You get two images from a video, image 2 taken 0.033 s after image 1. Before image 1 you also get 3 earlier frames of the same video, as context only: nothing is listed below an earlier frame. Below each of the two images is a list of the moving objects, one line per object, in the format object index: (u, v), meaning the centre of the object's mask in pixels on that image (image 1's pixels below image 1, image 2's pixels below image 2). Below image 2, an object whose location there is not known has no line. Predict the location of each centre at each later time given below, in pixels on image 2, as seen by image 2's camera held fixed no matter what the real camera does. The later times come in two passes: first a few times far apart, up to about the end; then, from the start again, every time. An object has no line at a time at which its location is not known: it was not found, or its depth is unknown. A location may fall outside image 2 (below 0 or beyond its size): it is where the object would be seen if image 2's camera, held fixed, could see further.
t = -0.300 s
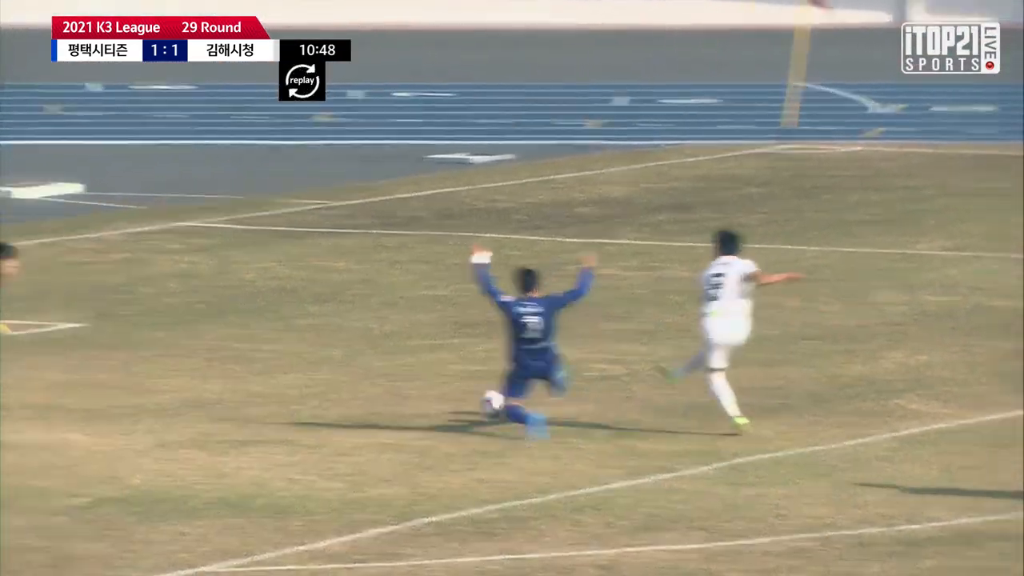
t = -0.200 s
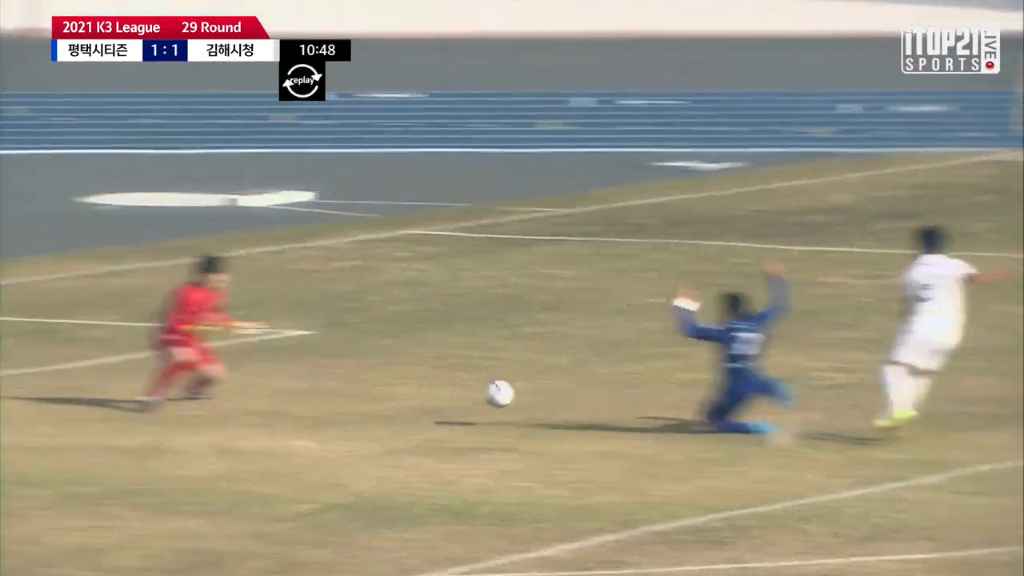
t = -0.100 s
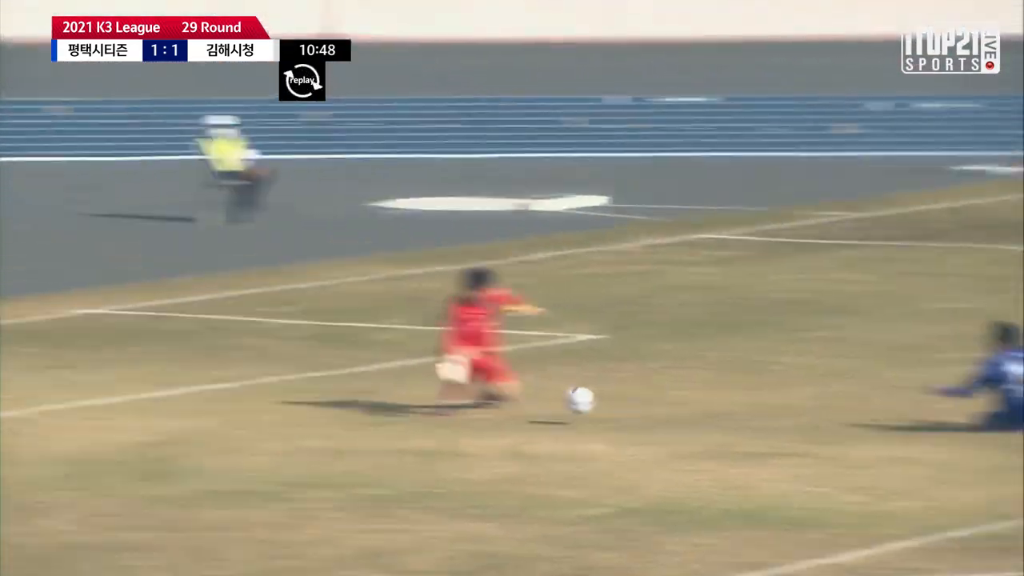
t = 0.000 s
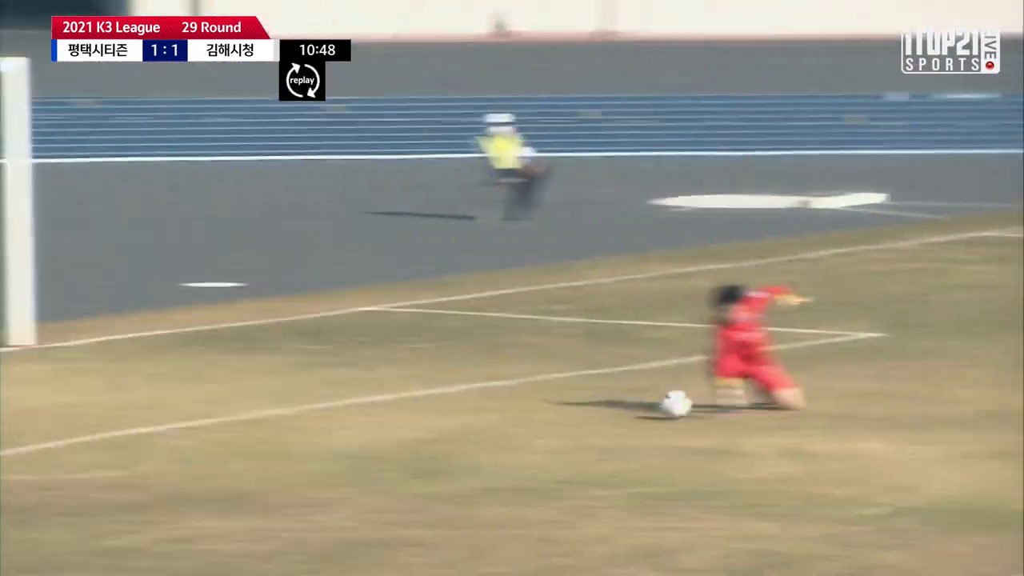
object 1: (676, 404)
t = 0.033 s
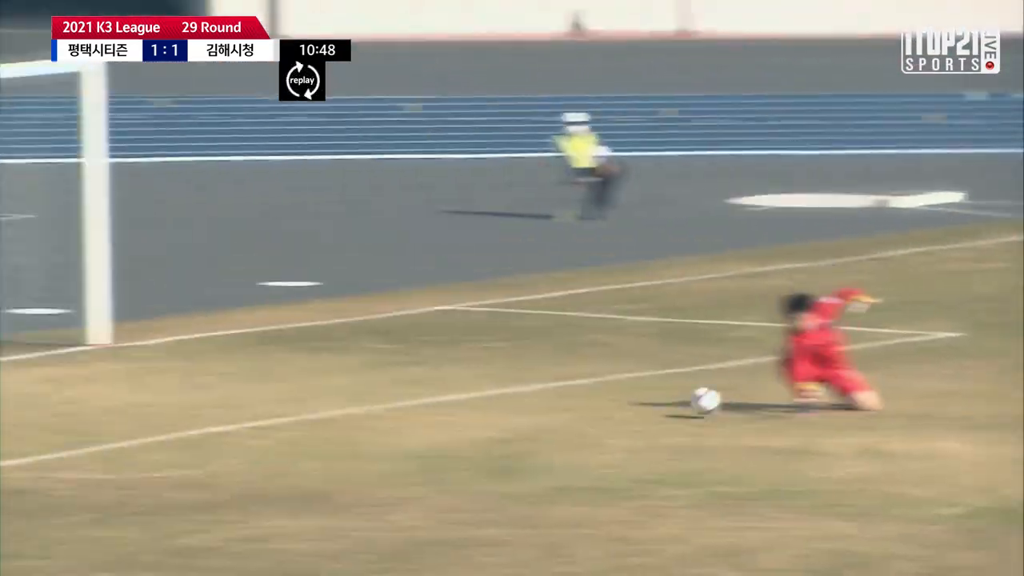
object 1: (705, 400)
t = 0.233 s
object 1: (450, 396)
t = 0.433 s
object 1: (233, 390)
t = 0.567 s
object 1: (91, 391)
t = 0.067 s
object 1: (660, 399)
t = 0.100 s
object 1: (614, 399)
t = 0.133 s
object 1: (570, 402)
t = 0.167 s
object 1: (528, 401)
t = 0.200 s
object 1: (489, 399)
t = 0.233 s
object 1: (450, 396)
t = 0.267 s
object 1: (412, 397)
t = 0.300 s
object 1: (377, 397)
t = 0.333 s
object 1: (338, 399)
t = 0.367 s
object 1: (304, 395)
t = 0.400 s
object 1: (268, 392)
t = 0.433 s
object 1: (233, 390)
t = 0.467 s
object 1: (197, 389)
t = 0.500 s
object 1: (163, 390)
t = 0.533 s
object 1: (126, 392)
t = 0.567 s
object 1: (91, 391)
